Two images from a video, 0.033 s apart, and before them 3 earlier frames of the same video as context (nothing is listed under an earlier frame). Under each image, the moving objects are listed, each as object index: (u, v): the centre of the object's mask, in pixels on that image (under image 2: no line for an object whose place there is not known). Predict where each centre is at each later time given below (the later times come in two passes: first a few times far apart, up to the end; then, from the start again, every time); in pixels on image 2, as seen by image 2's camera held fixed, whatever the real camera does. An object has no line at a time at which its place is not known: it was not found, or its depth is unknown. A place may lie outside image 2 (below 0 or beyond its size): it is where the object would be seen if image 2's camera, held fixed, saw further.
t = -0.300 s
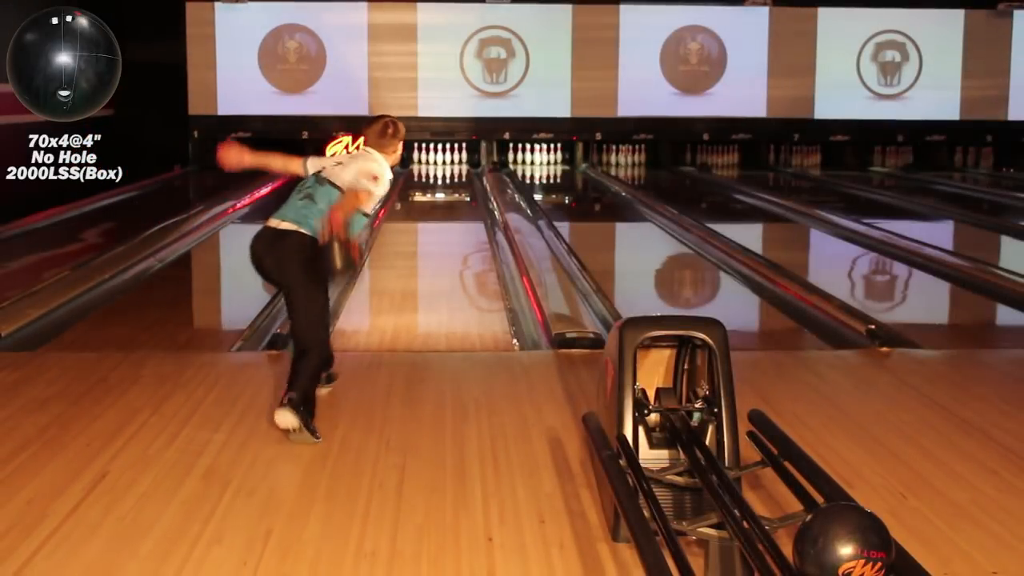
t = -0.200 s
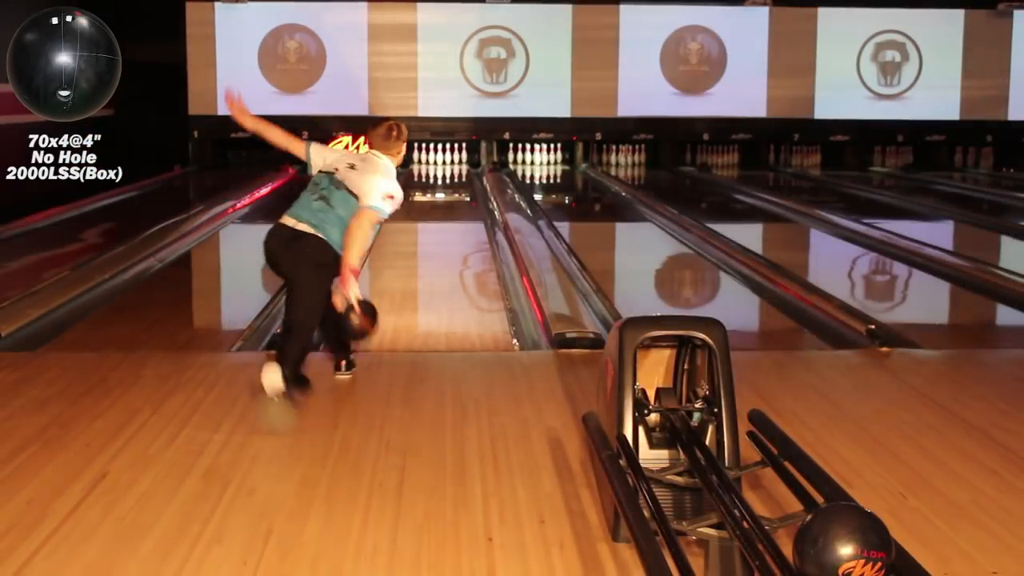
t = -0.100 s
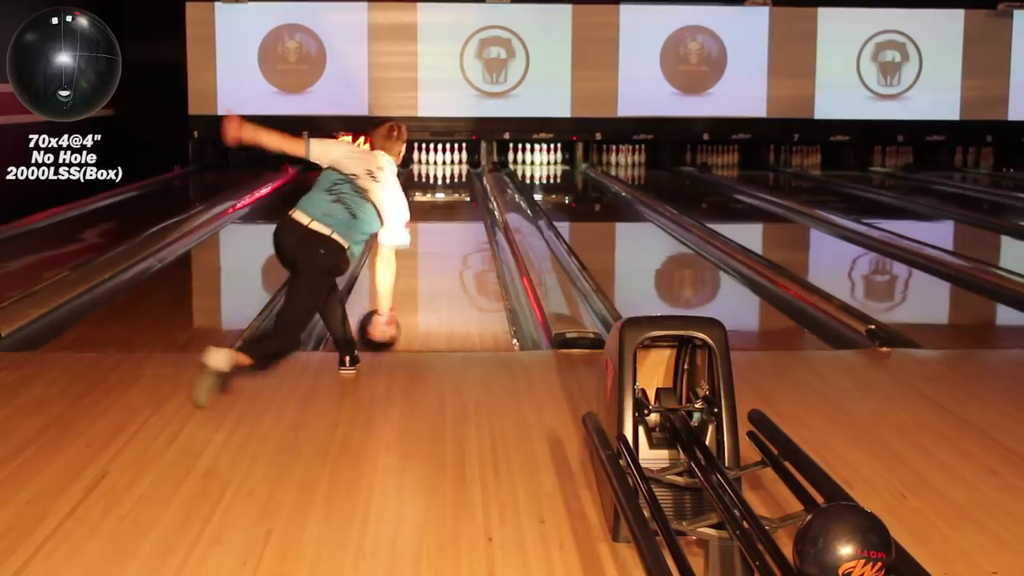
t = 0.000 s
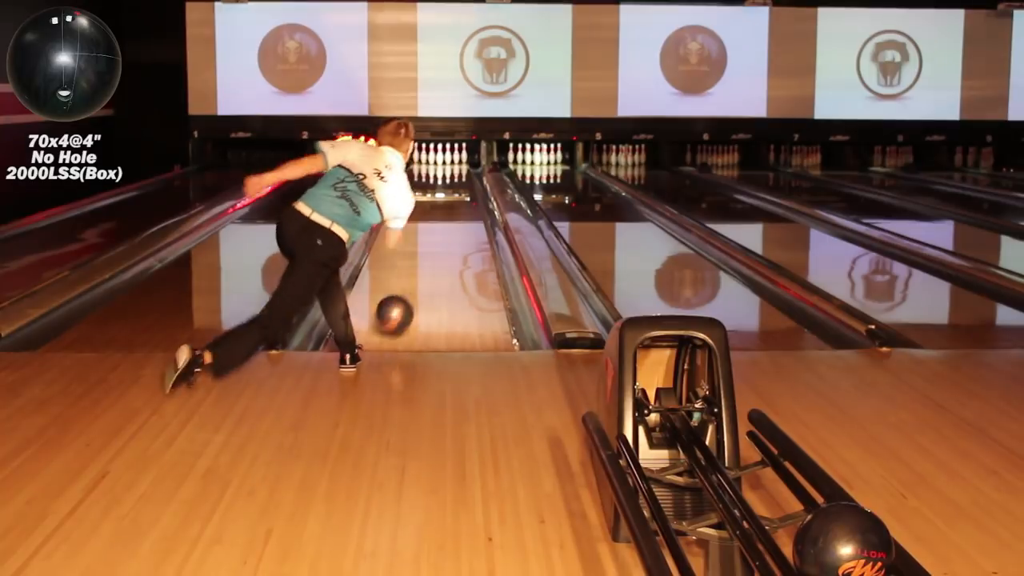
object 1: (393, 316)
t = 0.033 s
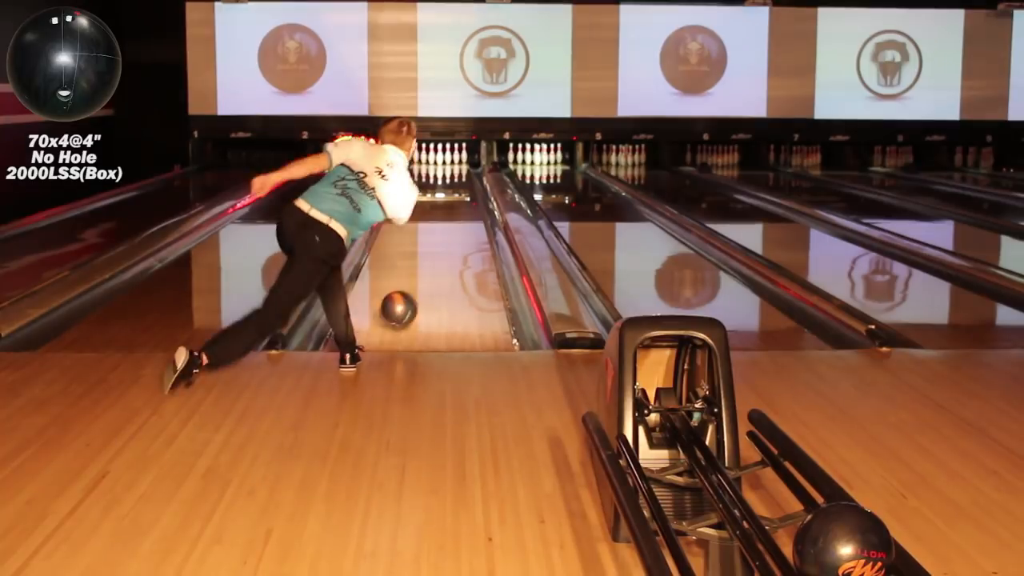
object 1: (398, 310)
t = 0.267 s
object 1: (421, 275)
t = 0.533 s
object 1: (437, 240)
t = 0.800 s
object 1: (447, 218)
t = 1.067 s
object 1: (454, 201)
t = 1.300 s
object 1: (458, 189)
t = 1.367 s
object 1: (459, 186)
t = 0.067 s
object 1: (402, 307)
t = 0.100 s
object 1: (406, 304)
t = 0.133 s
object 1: (409, 297)
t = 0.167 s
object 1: (412, 291)
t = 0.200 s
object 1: (415, 286)
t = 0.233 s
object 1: (418, 280)
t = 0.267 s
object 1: (421, 275)
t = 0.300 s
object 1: (423, 269)
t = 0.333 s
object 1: (425, 265)
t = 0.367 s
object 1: (428, 259)
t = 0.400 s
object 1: (430, 256)
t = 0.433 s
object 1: (432, 252)
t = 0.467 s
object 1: (433, 248)
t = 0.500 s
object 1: (435, 244)
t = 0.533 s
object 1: (437, 240)
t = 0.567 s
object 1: (438, 237)
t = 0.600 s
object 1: (440, 234)
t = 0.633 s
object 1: (441, 231)
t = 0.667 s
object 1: (442, 228)
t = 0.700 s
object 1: (444, 225)
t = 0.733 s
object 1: (445, 222)
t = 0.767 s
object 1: (446, 220)
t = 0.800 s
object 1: (447, 218)
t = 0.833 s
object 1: (448, 215)
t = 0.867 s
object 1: (449, 213)
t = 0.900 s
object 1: (450, 211)
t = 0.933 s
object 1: (451, 209)
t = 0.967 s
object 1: (452, 206)
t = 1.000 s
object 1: (452, 204)
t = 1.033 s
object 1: (453, 202)
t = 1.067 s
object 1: (454, 201)
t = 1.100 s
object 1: (455, 199)
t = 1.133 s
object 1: (456, 197)
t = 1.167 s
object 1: (457, 196)
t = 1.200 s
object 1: (457, 194)
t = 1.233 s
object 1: (457, 192)
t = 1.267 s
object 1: (457, 191)
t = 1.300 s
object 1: (458, 189)
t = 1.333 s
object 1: (459, 188)
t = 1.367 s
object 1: (459, 186)
